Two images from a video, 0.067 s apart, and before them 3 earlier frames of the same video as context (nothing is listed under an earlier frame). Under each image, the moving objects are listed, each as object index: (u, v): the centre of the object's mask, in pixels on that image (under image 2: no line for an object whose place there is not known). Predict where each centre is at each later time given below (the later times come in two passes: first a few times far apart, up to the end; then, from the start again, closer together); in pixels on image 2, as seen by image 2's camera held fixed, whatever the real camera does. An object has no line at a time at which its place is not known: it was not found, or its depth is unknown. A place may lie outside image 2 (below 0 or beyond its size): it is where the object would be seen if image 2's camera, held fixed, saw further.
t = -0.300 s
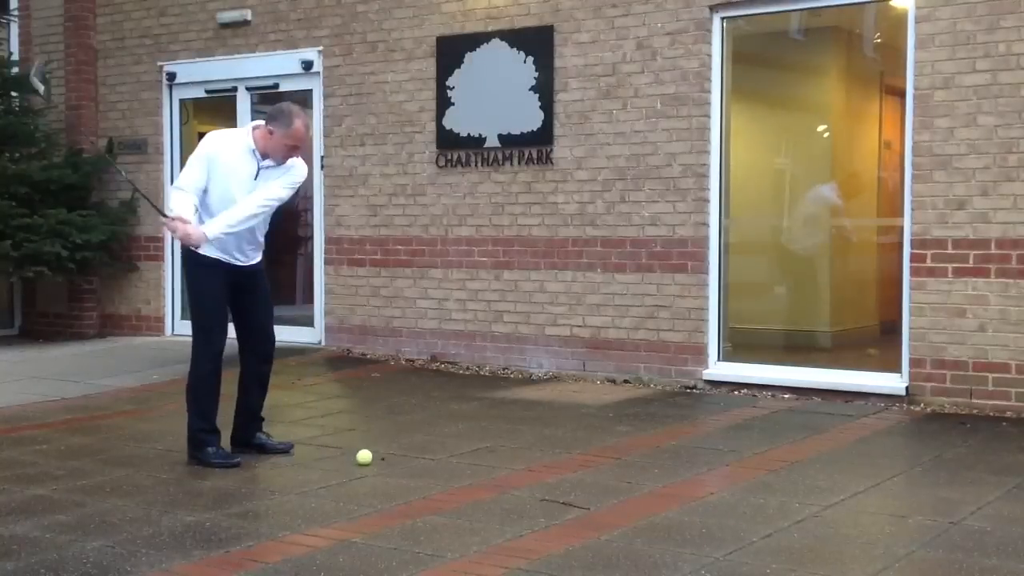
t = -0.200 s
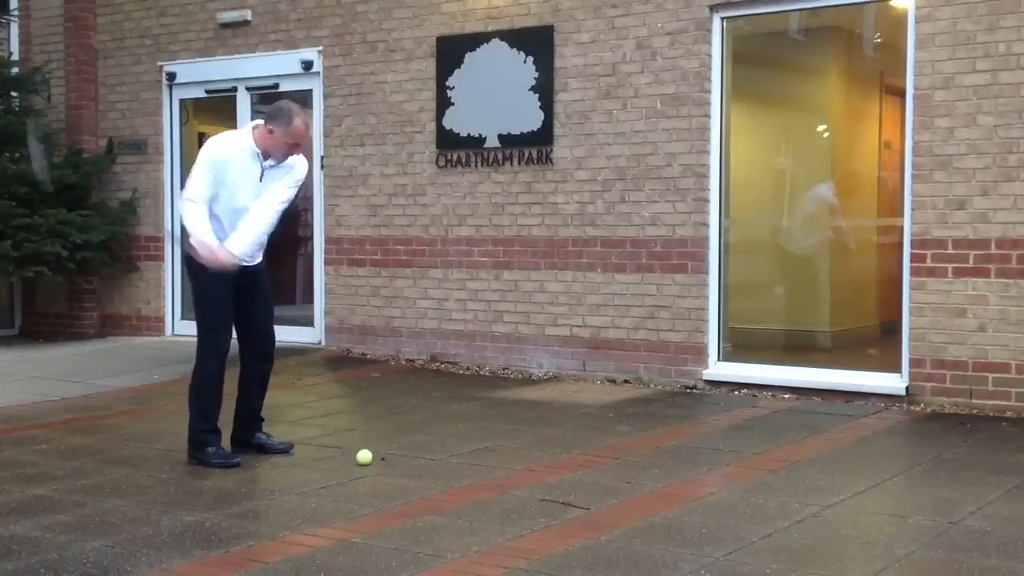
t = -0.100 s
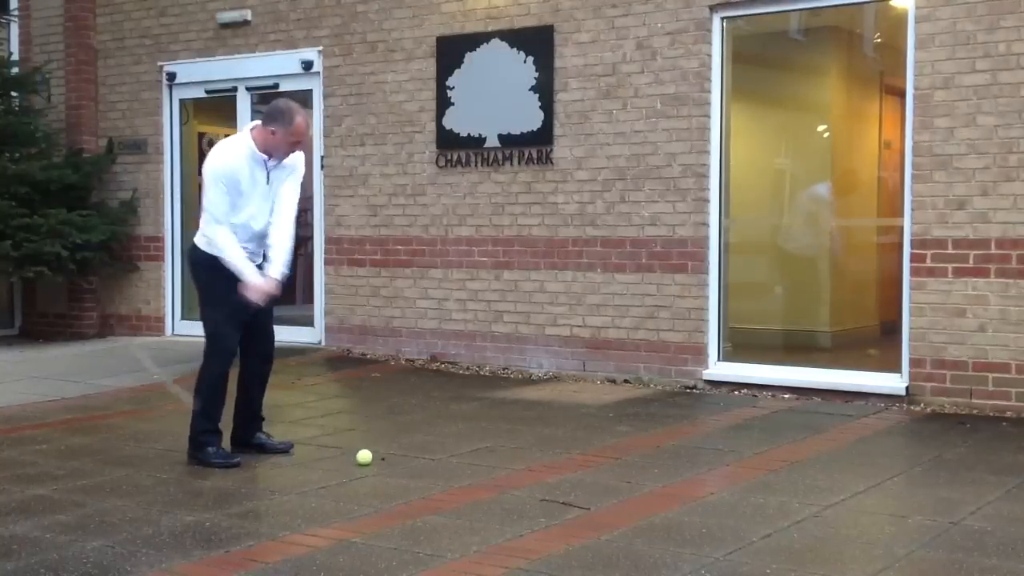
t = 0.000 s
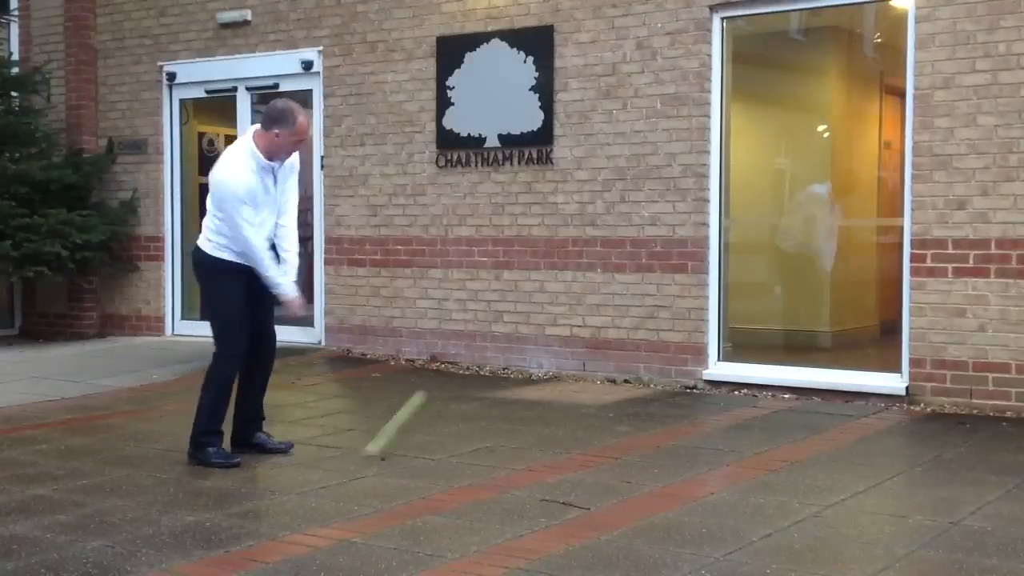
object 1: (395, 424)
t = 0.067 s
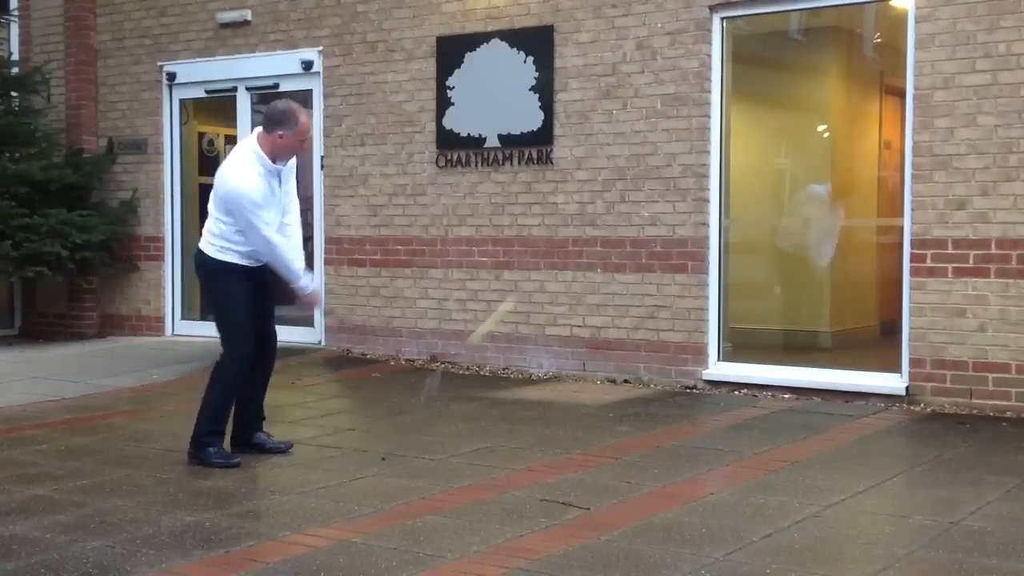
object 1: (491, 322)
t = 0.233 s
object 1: (666, 160)
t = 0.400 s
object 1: (576, 125)
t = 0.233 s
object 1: (666, 160)
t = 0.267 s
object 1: (666, 147)
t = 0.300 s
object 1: (645, 139)
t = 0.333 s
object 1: (624, 133)
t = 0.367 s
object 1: (601, 128)
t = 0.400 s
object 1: (576, 125)
